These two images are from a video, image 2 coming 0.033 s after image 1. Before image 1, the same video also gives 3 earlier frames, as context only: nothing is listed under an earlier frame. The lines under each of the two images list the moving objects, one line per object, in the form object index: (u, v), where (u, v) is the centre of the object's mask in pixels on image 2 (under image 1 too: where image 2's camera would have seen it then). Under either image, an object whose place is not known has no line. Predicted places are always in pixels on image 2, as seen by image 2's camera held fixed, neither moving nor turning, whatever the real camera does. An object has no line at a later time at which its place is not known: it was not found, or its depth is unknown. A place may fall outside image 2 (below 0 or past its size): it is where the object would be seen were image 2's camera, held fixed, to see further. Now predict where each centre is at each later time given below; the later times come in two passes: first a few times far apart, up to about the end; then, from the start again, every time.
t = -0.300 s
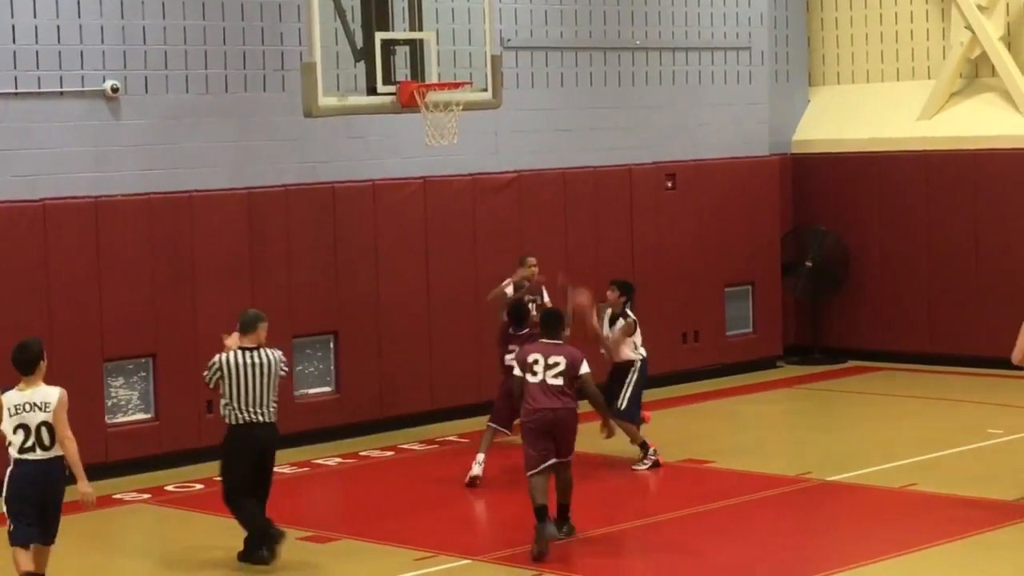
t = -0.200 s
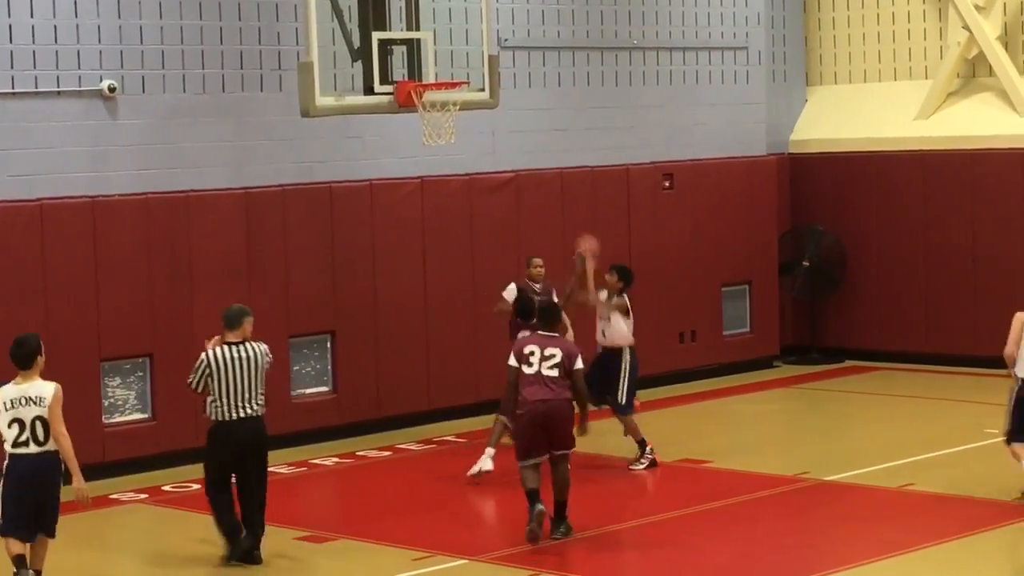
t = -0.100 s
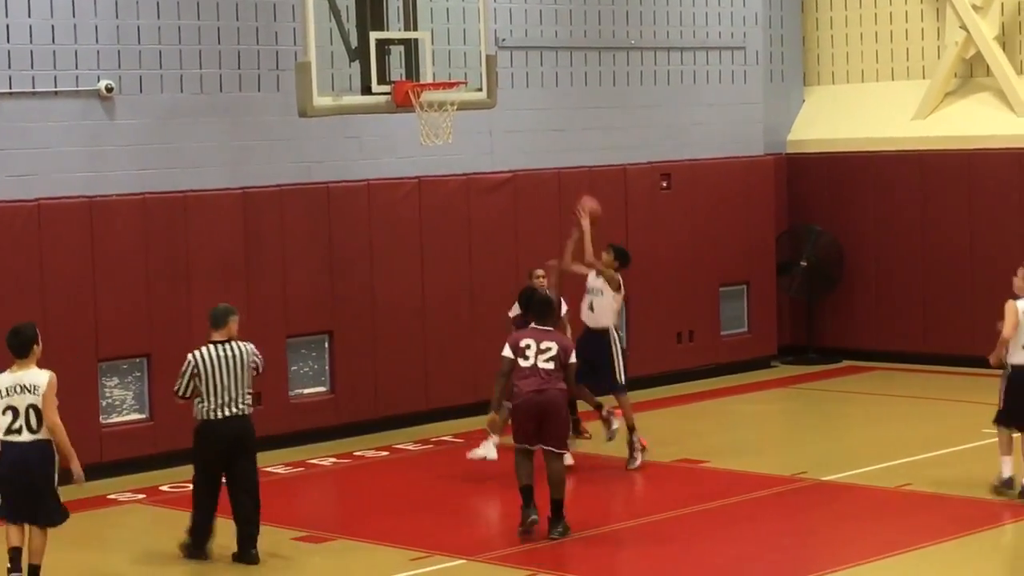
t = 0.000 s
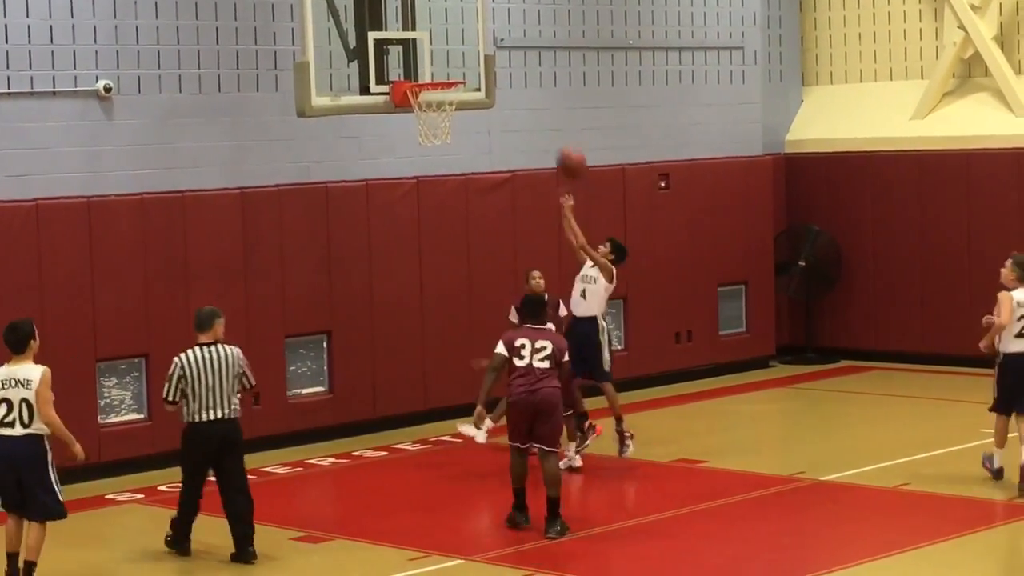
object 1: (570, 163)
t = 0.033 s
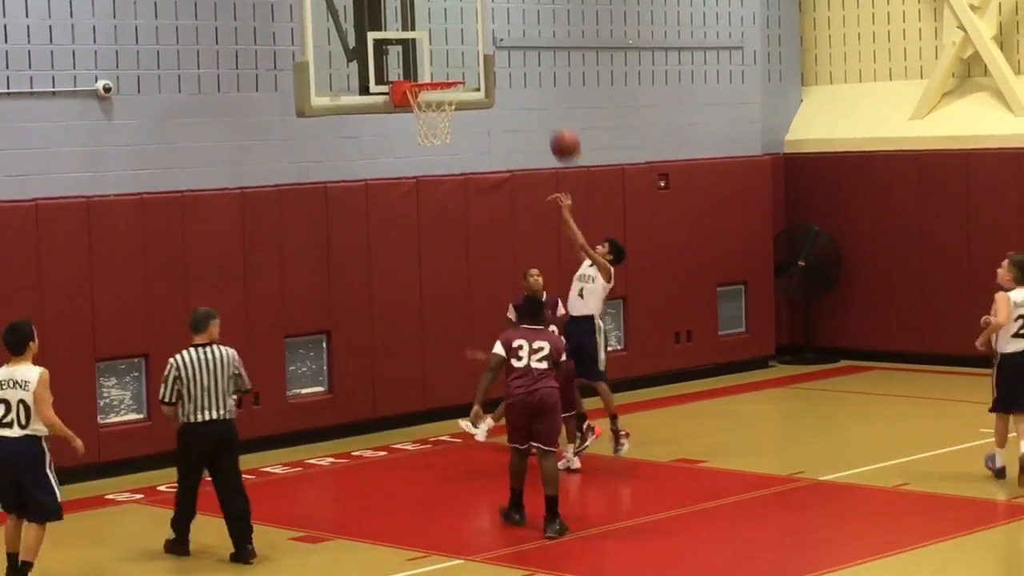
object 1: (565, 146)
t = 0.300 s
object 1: (520, 57)
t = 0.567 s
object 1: (485, 52)
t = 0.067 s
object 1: (559, 130)
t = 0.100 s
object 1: (554, 116)
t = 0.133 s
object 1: (548, 103)
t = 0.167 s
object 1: (542, 91)
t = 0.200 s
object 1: (536, 80)
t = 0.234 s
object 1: (531, 72)
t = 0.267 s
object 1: (525, 63)
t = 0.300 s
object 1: (520, 57)
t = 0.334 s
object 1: (514, 52)
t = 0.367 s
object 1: (509, 48)
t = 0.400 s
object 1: (504, 46)
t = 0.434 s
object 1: (498, 45)
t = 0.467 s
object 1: (494, 45)
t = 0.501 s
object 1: (488, 47)
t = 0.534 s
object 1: (486, 49)
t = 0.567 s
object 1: (485, 52)
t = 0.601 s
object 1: (484, 57)
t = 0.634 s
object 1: (484, 62)
